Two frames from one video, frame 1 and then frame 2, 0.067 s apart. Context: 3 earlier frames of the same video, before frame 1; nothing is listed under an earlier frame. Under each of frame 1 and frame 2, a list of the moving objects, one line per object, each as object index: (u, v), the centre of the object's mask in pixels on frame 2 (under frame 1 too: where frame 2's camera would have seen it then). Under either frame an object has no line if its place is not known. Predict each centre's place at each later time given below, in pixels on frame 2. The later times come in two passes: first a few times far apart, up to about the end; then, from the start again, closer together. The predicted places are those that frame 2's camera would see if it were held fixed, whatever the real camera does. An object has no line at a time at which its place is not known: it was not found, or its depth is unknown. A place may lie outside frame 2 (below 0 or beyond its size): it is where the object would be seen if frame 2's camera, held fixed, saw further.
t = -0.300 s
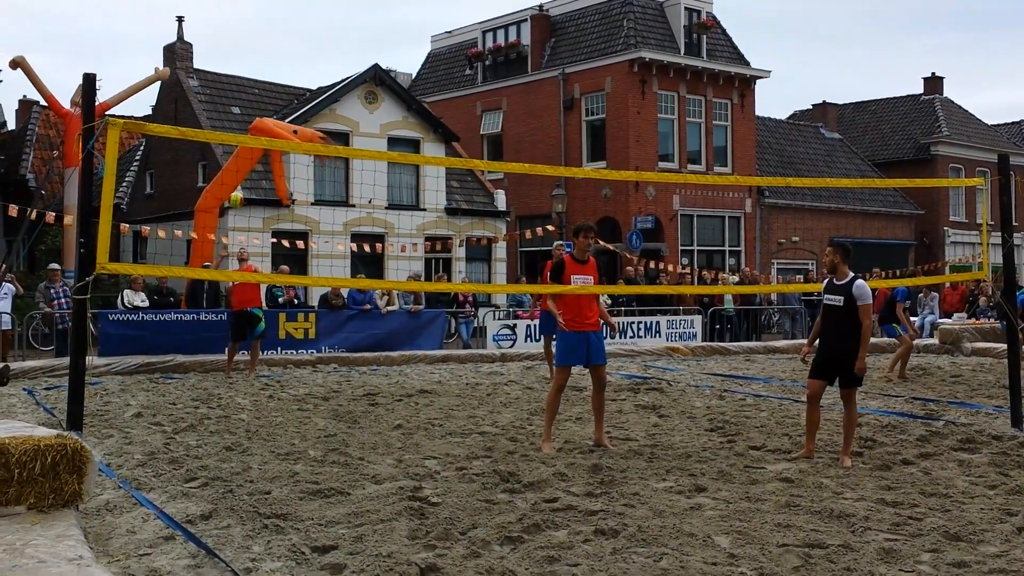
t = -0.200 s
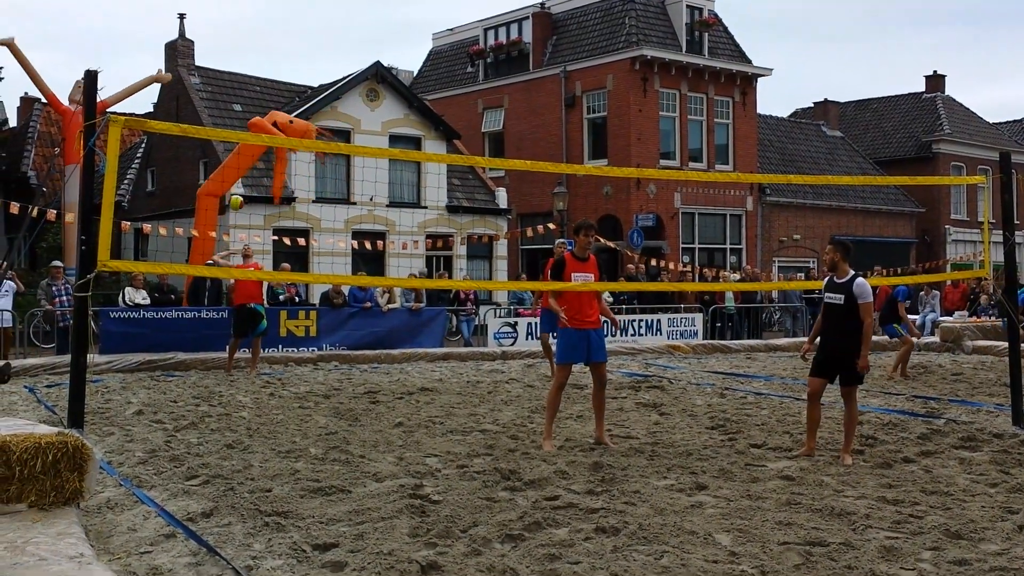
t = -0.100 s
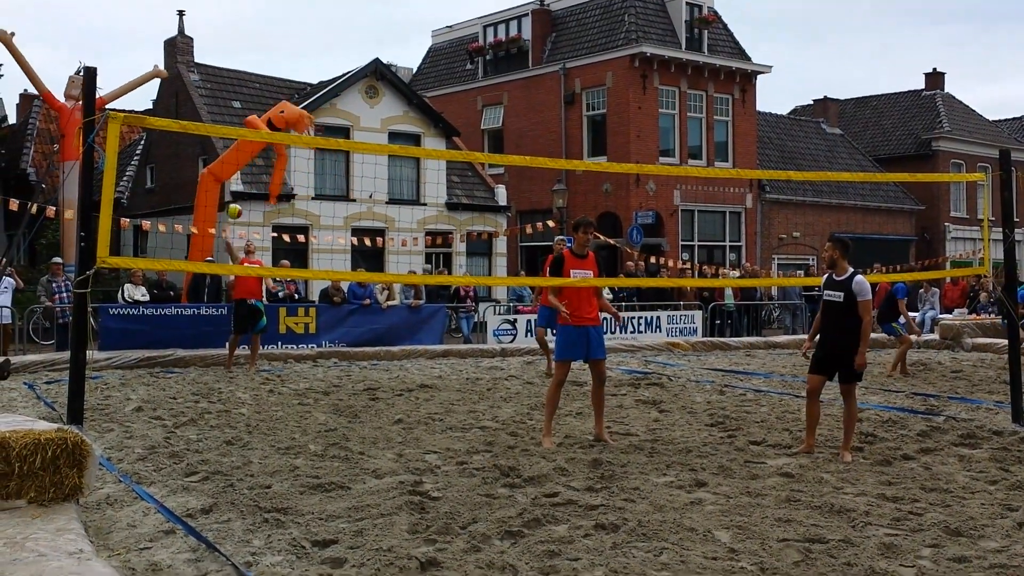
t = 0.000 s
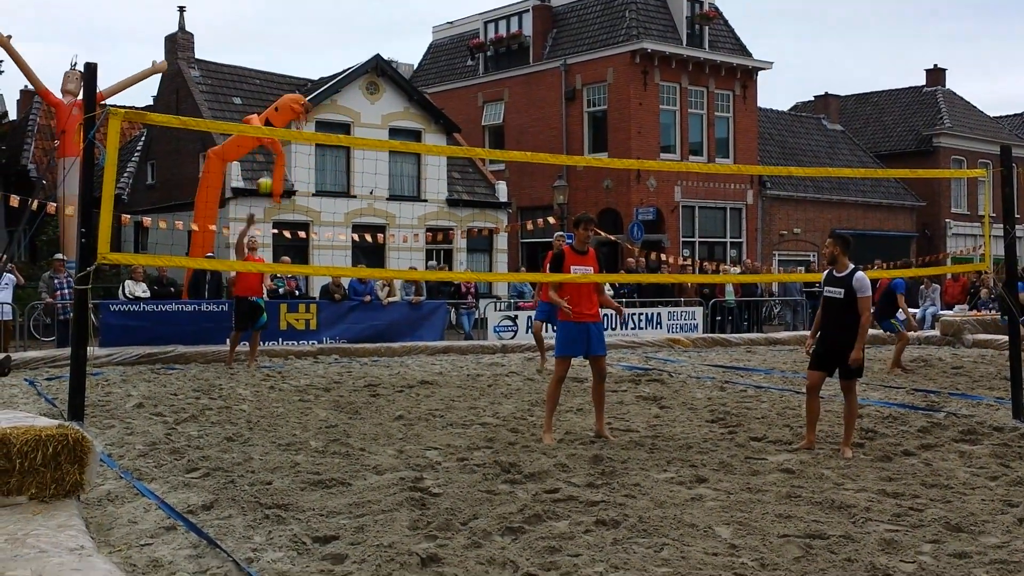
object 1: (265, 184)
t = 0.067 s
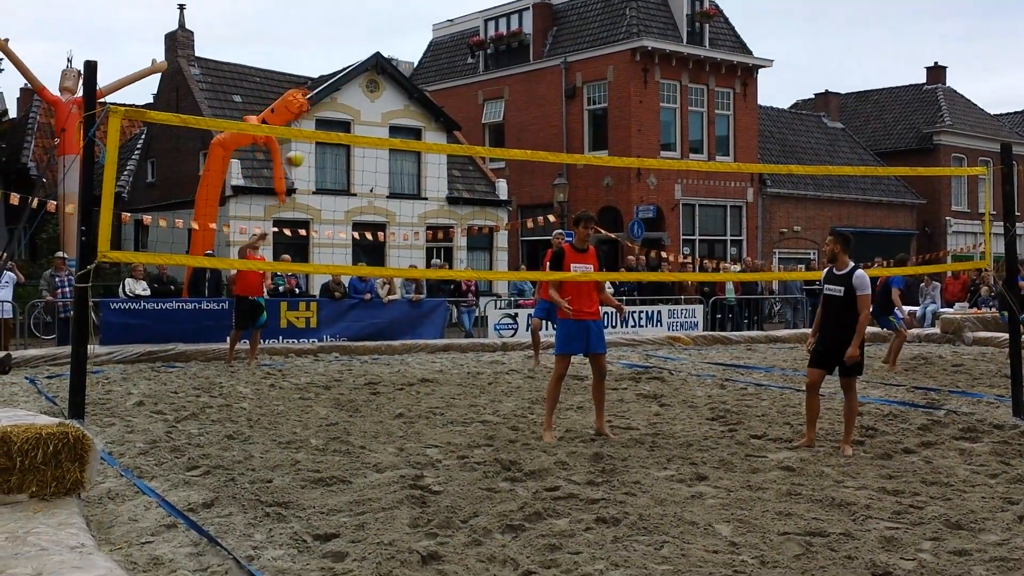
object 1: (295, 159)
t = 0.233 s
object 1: (376, 104)
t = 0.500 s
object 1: (550, 43)
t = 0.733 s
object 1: (773, 40)
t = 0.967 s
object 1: (1129, 114)
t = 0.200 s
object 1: (359, 115)
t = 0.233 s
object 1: (376, 104)
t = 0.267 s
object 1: (396, 93)
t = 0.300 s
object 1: (414, 84)
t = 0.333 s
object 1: (433, 75)
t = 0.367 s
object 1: (455, 67)
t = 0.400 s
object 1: (477, 60)
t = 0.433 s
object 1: (500, 53)
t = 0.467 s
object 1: (525, 47)
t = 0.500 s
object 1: (550, 43)
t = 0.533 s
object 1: (577, 39)
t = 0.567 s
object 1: (605, 36)
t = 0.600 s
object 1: (634, 35)
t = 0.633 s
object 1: (666, 34)
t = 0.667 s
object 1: (700, 35)
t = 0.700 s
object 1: (732, 37)
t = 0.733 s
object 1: (773, 40)
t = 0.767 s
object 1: (813, 44)
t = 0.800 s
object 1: (857, 50)
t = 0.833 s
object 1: (903, 57)
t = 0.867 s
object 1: (953, 67)
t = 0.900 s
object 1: (1008, 79)
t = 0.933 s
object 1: (1067, 96)
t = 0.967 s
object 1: (1129, 114)
